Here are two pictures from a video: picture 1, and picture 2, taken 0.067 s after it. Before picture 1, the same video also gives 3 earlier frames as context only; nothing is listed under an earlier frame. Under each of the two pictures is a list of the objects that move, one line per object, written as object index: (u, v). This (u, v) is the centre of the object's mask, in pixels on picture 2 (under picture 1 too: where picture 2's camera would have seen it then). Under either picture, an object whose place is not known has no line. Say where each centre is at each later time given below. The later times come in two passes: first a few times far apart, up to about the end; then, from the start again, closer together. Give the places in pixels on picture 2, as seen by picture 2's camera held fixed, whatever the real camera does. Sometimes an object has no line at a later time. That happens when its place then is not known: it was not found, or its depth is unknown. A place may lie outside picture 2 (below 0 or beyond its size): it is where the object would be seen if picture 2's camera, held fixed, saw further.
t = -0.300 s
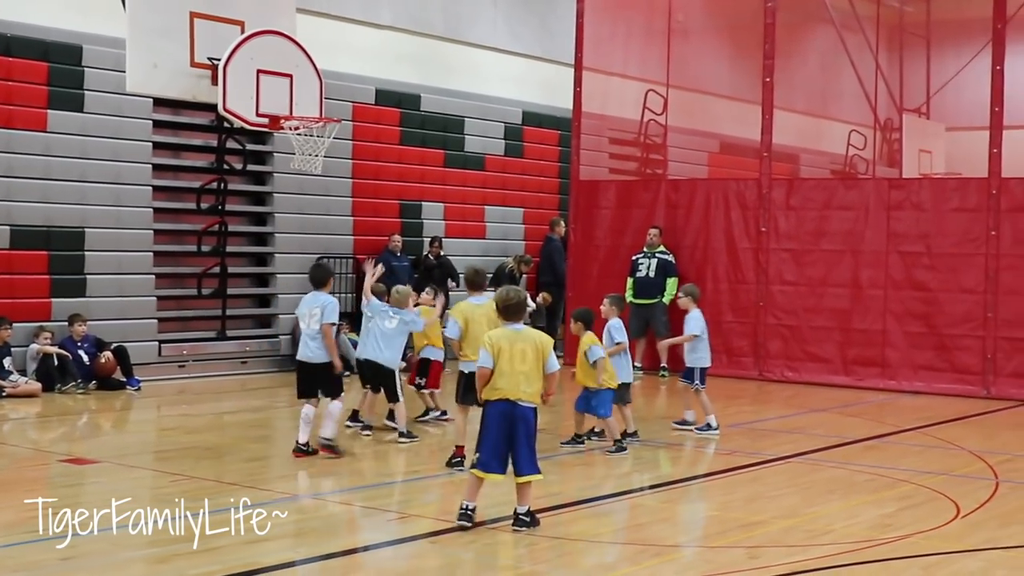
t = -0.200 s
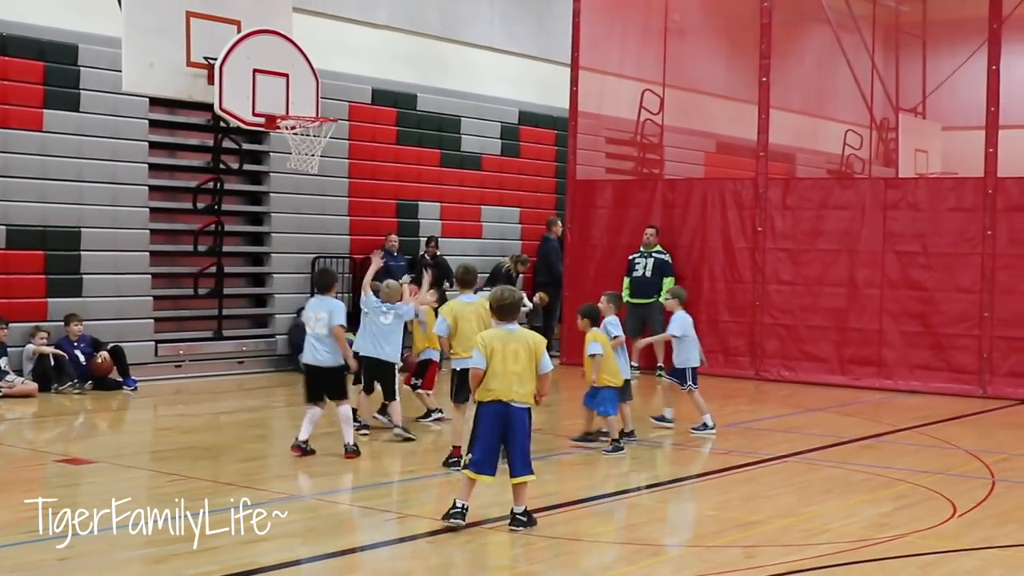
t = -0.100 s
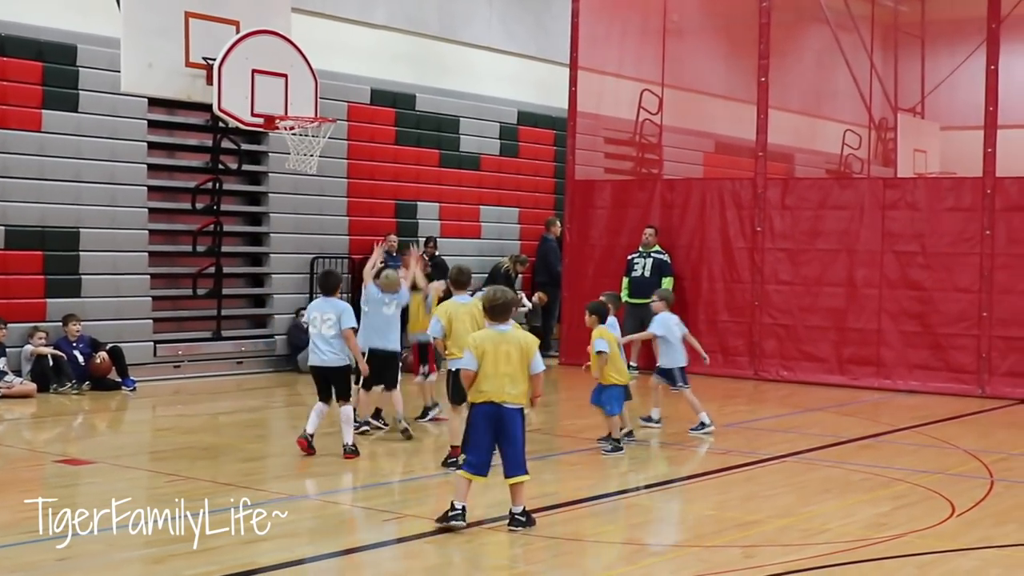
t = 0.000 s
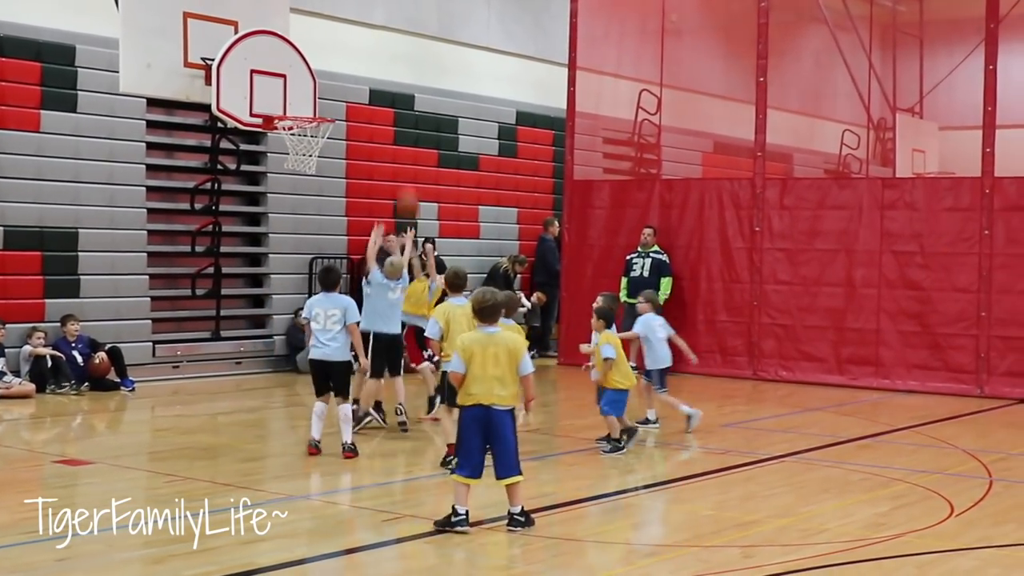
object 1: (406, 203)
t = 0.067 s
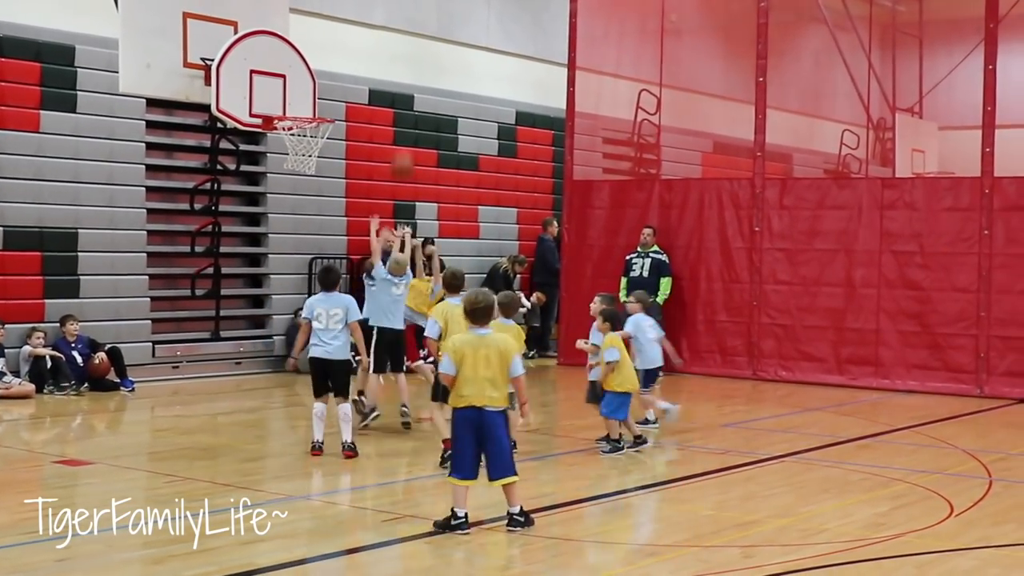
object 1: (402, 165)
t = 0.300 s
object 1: (383, 71)
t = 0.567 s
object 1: (360, 33)
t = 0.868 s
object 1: (331, 88)
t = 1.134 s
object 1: (352, 122)
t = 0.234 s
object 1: (388, 93)
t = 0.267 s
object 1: (386, 82)
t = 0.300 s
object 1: (383, 71)
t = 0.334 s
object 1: (380, 62)
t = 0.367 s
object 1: (378, 54)
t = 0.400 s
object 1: (375, 47)
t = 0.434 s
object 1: (372, 42)
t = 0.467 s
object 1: (369, 38)
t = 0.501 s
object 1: (366, 35)
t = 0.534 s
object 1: (363, 33)
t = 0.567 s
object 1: (360, 33)
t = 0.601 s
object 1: (357, 34)
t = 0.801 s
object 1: (337, 67)
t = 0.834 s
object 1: (334, 77)
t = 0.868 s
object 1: (331, 88)
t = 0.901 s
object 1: (327, 102)
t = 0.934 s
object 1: (326, 110)
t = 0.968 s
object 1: (330, 110)
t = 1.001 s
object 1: (335, 110)
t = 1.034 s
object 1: (339, 111)
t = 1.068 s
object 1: (343, 114)
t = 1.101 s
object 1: (347, 118)
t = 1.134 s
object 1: (352, 122)
